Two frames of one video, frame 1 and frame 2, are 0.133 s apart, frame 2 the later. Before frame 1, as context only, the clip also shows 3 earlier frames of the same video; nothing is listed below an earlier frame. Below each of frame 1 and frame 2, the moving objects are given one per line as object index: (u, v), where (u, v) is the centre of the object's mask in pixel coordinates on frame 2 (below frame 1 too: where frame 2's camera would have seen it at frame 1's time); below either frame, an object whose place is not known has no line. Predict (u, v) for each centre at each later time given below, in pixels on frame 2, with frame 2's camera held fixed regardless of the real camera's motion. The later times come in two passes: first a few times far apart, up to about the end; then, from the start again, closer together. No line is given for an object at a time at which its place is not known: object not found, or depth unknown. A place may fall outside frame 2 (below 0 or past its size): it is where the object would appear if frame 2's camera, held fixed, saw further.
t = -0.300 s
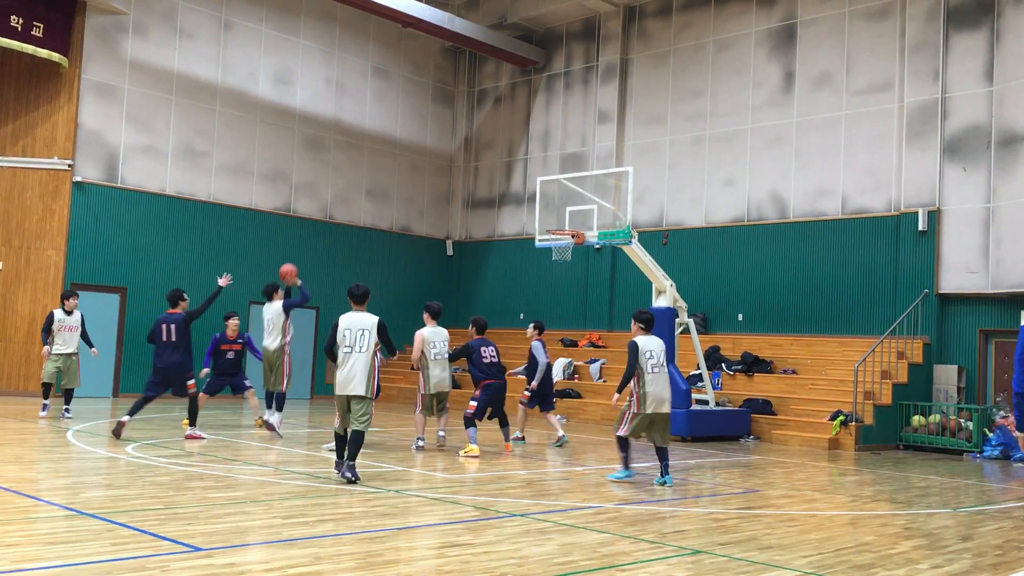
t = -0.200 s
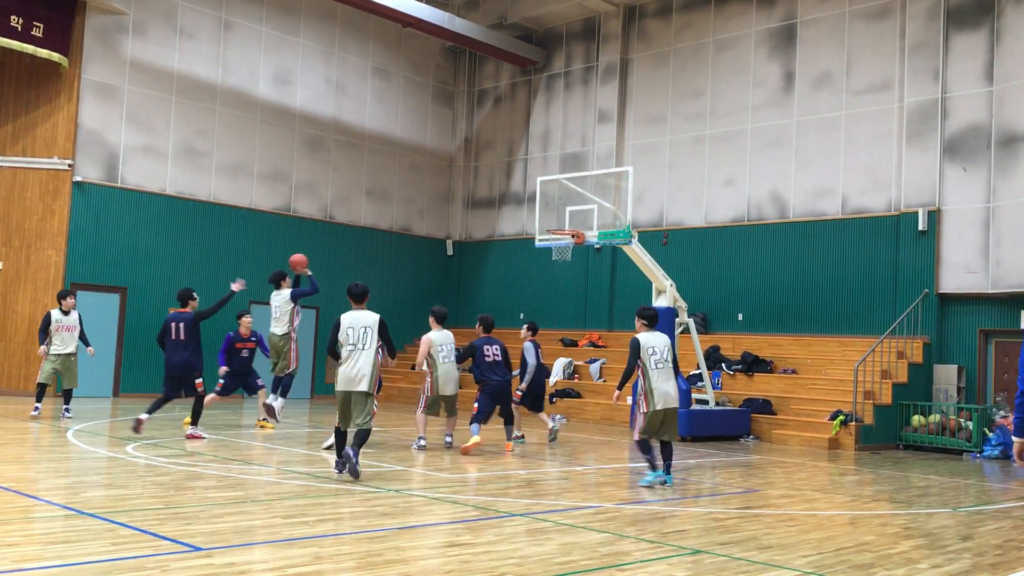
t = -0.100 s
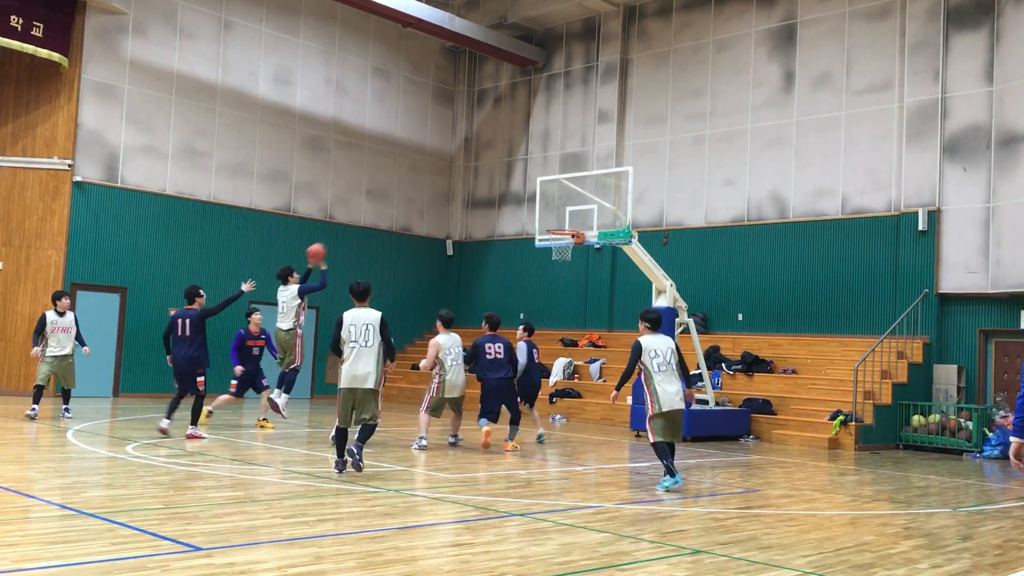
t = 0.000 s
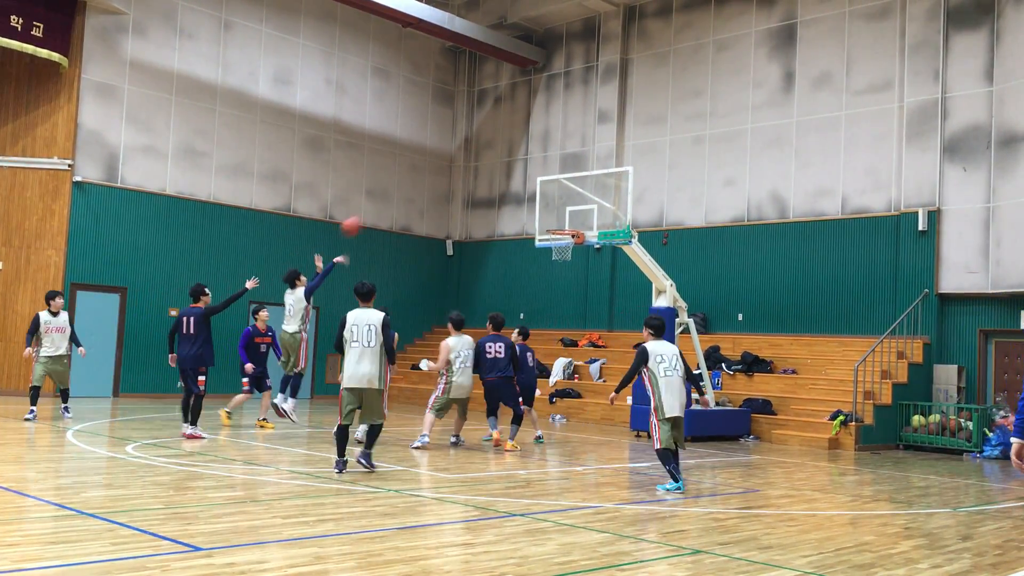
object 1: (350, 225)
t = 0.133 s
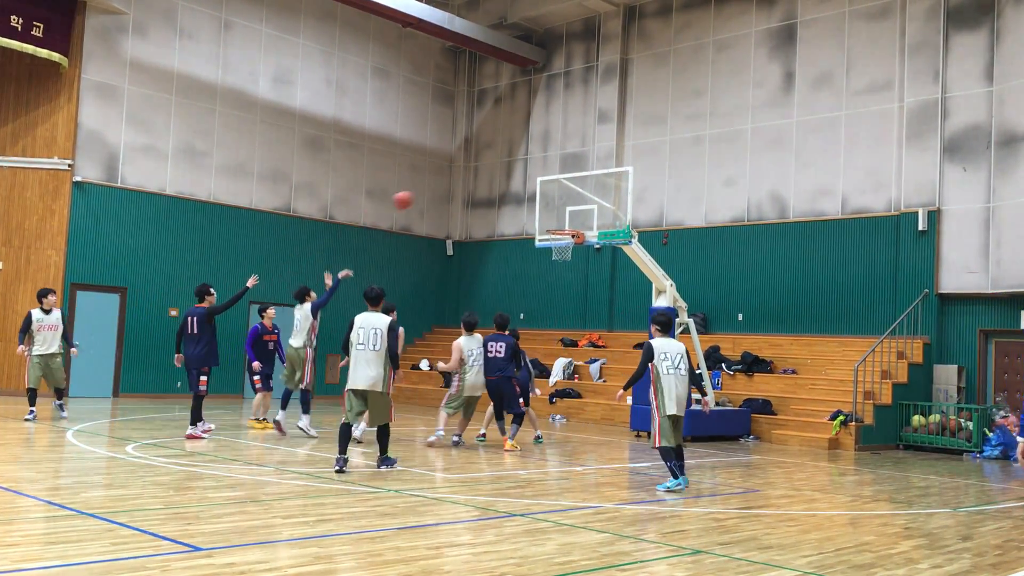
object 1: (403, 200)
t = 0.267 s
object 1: (450, 187)
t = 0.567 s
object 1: (545, 201)
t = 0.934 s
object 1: (567, 267)
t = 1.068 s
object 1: (574, 306)
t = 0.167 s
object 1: (414, 195)
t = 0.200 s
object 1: (426, 191)
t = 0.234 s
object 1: (438, 189)
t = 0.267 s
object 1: (450, 187)
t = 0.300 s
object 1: (460, 186)
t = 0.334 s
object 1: (471, 185)
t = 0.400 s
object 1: (494, 186)
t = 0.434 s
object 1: (504, 188)
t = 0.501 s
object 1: (525, 193)
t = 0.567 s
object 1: (545, 201)
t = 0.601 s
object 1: (554, 206)
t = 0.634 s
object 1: (564, 212)
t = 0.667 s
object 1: (568, 217)
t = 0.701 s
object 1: (564, 221)
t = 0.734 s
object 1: (561, 224)
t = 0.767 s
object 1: (557, 232)
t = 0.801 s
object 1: (558, 238)
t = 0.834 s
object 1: (560, 244)
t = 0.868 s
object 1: (563, 251)
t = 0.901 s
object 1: (565, 259)
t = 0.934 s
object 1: (567, 267)
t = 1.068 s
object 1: (574, 306)
